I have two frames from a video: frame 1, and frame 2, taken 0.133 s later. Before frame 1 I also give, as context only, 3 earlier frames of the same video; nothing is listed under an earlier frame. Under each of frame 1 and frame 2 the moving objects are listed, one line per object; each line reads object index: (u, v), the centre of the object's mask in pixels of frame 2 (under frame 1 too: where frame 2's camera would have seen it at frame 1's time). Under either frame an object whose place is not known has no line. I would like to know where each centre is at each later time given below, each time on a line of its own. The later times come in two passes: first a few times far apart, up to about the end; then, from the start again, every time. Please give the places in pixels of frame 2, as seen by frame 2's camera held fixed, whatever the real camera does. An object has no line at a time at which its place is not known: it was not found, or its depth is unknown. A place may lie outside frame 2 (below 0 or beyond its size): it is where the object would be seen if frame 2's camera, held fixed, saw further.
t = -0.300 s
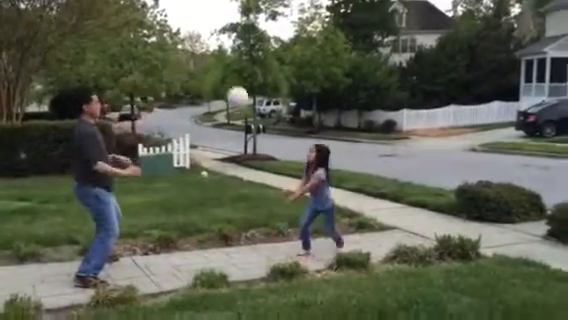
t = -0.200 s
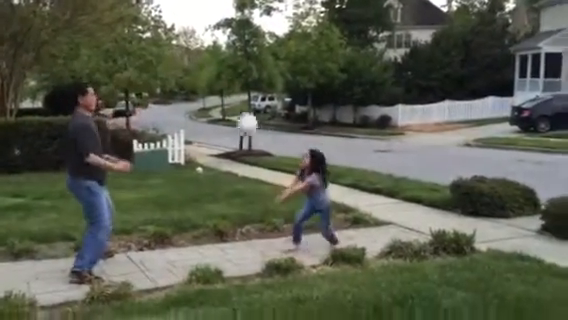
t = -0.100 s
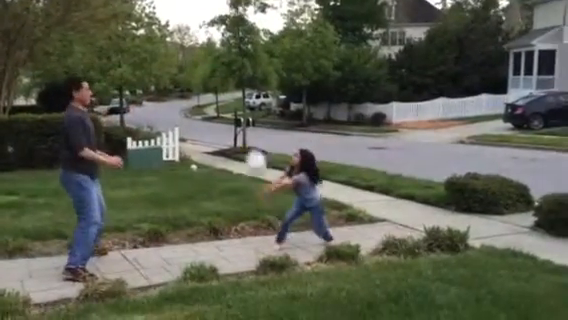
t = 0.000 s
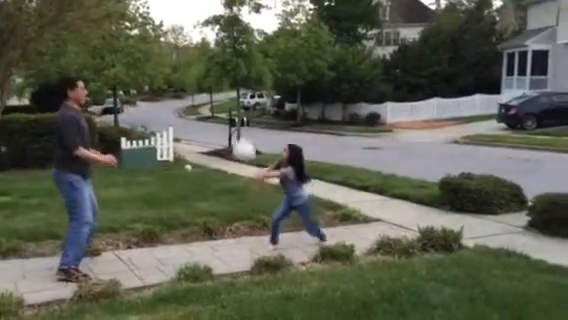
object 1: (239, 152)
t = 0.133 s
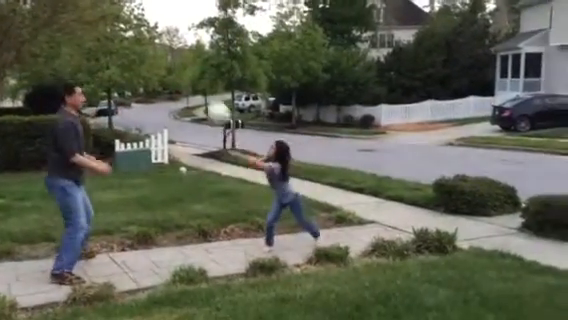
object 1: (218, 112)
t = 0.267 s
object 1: (198, 87)
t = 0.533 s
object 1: (157, 94)
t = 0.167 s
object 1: (213, 103)
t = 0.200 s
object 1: (208, 98)
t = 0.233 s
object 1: (203, 91)
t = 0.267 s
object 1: (198, 87)
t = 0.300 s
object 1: (192, 84)
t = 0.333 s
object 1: (187, 83)
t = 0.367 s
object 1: (182, 82)
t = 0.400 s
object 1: (177, 82)
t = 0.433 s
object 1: (172, 83)
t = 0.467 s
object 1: (167, 85)
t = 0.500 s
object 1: (162, 89)
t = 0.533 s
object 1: (157, 94)
